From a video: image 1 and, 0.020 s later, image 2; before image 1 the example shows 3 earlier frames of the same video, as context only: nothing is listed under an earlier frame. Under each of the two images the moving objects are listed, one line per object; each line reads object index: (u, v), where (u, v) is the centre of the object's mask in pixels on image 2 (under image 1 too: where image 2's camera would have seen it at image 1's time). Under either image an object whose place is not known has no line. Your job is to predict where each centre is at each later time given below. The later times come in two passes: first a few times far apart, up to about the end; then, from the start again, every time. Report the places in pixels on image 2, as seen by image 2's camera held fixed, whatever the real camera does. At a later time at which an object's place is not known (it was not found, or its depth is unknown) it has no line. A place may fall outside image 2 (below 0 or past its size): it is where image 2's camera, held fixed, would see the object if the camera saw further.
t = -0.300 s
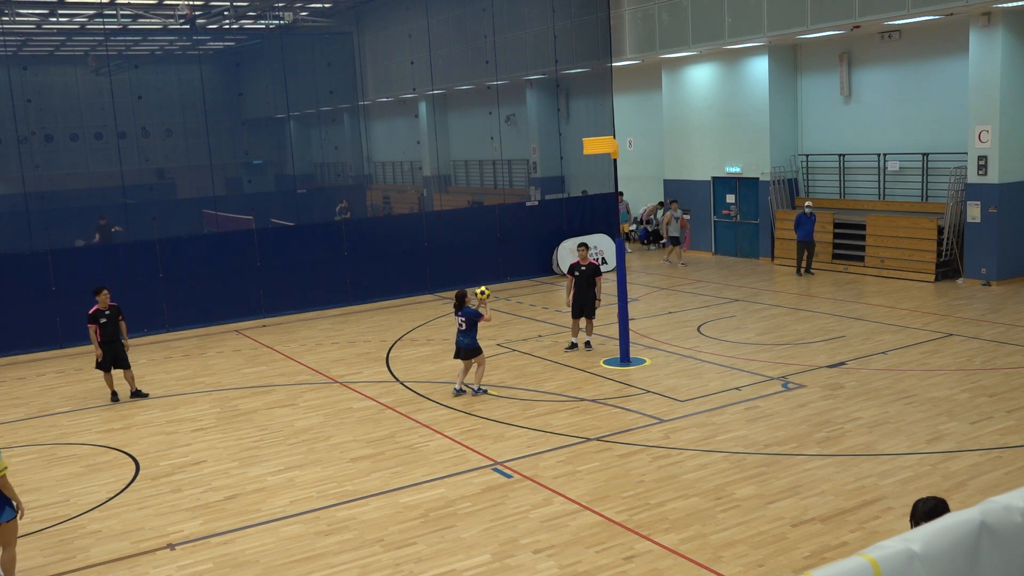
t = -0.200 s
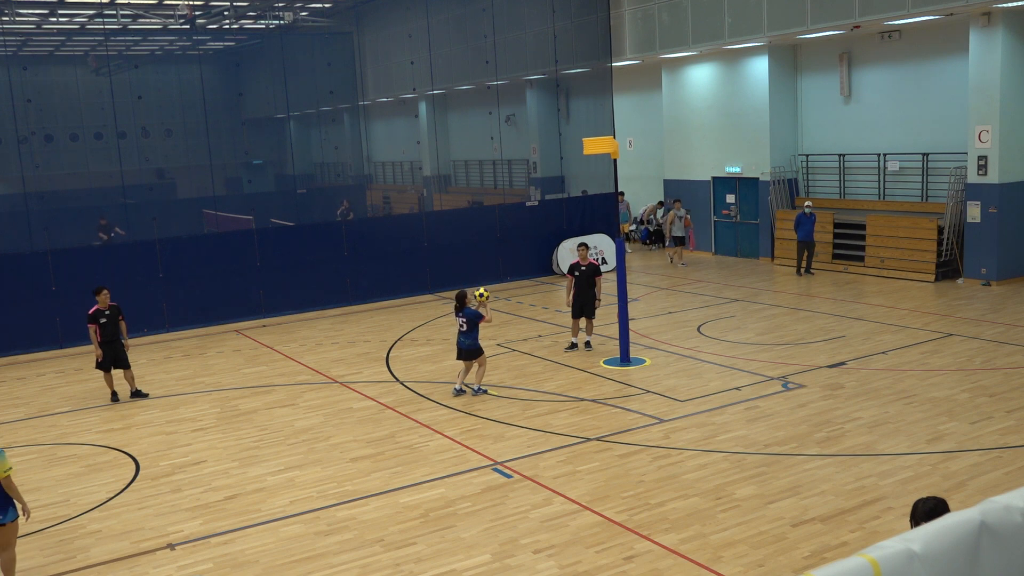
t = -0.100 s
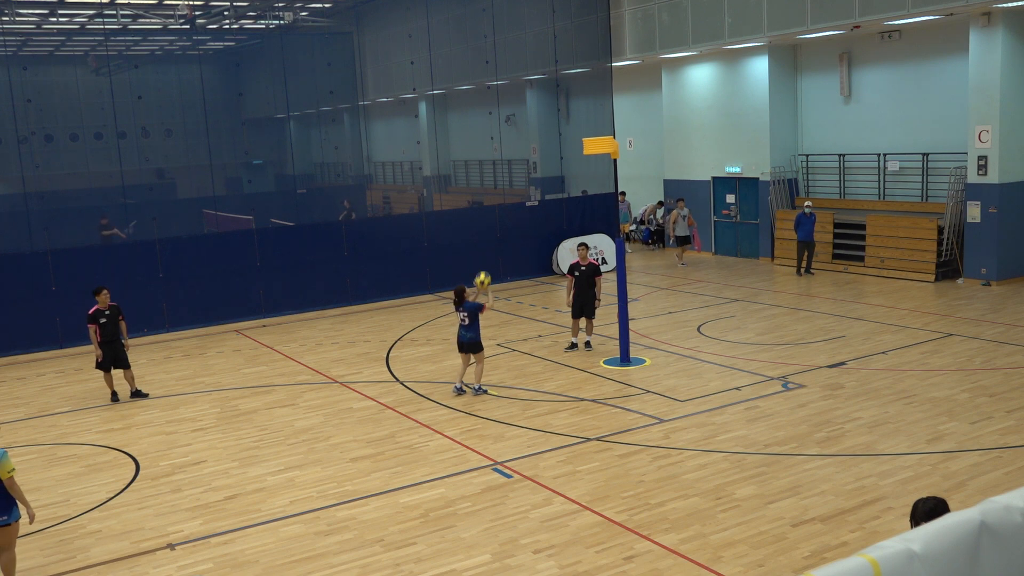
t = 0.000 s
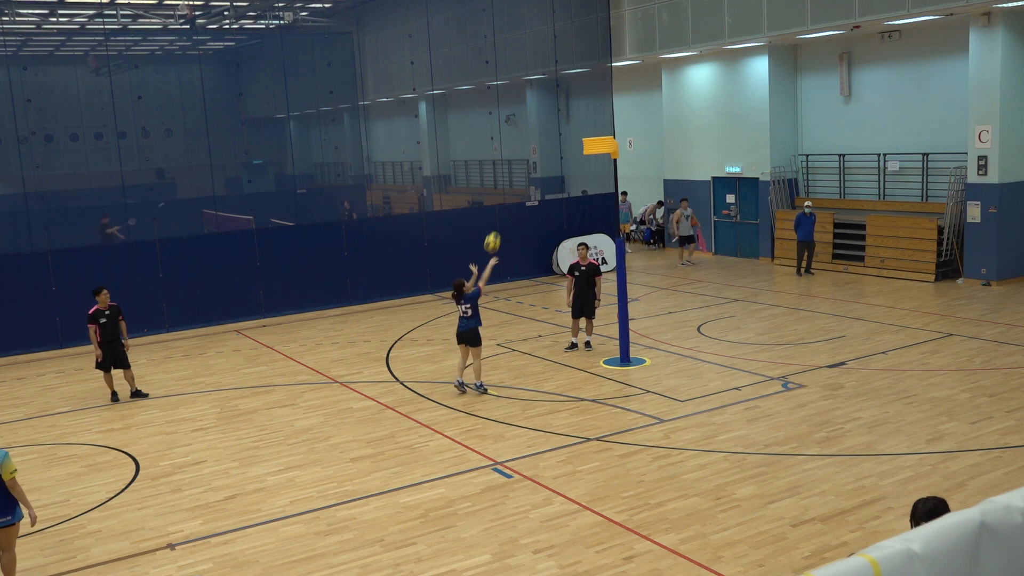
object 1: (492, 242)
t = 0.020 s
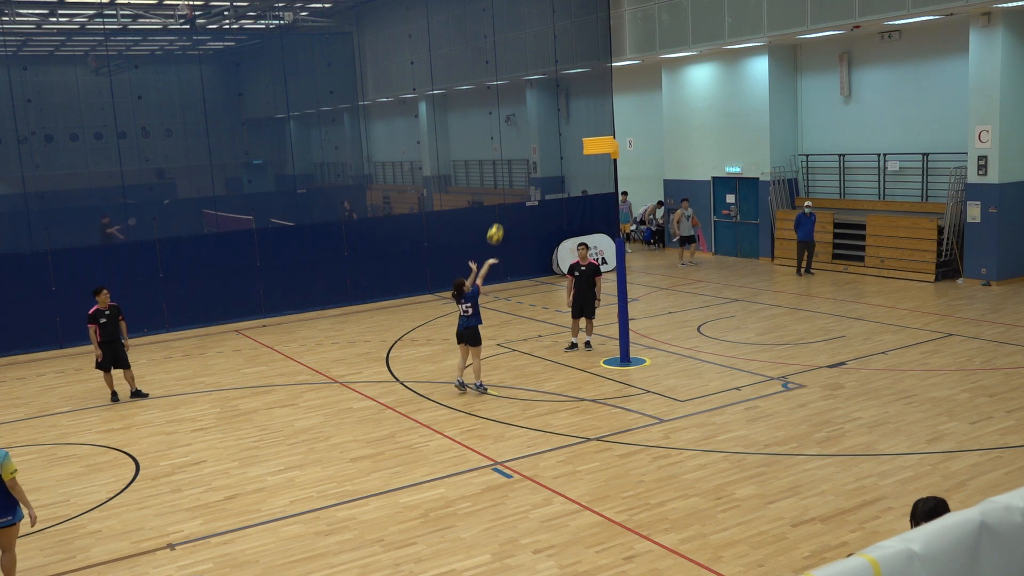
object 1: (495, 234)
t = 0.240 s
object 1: (527, 162)
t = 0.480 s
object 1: (561, 123)
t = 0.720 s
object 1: (596, 123)
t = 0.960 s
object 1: (613, 124)
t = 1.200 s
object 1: (626, 148)
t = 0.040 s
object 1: (498, 226)
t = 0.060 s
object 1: (501, 219)
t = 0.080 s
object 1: (503, 211)
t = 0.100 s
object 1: (506, 204)
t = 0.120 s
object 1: (509, 197)
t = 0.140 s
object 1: (512, 191)
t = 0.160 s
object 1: (515, 184)
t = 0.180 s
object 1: (519, 178)
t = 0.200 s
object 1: (521, 172)
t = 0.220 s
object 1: (524, 167)
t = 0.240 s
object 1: (527, 162)
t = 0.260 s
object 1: (530, 157)
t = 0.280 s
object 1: (533, 153)
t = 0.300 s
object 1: (536, 149)
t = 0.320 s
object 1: (539, 145)
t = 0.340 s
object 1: (542, 140)
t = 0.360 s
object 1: (544, 137)
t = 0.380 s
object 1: (547, 134)
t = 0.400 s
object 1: (550, 131)
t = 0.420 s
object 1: (553, 129)
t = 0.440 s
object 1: (556, 127)
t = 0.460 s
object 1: (559, 125)
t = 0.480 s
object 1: (561, 123)
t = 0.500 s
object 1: (564, 121)
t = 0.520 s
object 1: (567, 120)
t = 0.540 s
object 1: (570, 119)
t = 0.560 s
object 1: (573, 118)
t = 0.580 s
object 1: (576, 118)
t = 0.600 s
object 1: (579, 118)
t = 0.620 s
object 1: (582, 118)
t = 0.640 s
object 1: (584, 118)
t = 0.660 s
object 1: (587, 119)
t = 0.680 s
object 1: (590, 120)
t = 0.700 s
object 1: (593, 122)
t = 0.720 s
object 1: (596, 123)
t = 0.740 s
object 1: (599, 125)
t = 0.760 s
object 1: (601, 127)
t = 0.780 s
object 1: (604, 129)
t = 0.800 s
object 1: (606, 129)
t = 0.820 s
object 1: (607, 127)
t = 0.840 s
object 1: (608, 126)
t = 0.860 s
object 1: (609, 125)
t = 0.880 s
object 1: (610, 124)
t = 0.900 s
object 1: (611, 124)
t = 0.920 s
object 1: (612, 124)
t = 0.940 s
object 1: (612, 124)
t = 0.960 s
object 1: (613, 124)
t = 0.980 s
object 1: (614, 125)
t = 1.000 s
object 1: (615, 126)
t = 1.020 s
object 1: (617, 127)
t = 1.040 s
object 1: (618, 128)
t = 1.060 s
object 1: (619, 130)
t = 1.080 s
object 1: (620, 132)
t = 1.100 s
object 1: (621, 134)
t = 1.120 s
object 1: (622, 136)
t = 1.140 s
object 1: (623, 139)
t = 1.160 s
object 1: (624, 142)
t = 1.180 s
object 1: (625, 145)
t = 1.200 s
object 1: (626, 148)
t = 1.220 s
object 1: (627, 152)
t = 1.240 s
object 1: (628, 156)
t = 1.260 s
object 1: (629, 160)
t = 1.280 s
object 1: (630, 165)
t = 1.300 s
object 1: (631, 170)
